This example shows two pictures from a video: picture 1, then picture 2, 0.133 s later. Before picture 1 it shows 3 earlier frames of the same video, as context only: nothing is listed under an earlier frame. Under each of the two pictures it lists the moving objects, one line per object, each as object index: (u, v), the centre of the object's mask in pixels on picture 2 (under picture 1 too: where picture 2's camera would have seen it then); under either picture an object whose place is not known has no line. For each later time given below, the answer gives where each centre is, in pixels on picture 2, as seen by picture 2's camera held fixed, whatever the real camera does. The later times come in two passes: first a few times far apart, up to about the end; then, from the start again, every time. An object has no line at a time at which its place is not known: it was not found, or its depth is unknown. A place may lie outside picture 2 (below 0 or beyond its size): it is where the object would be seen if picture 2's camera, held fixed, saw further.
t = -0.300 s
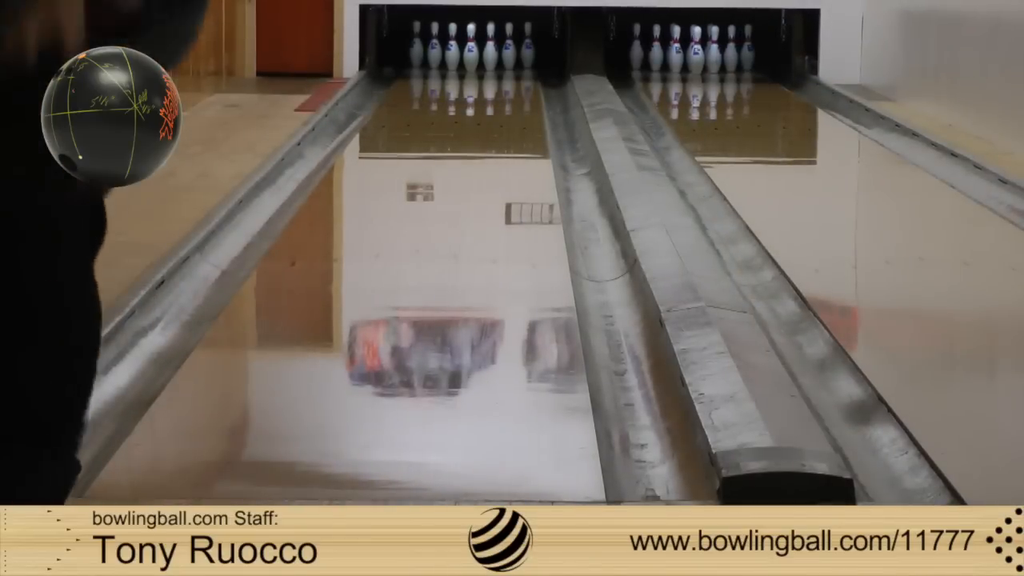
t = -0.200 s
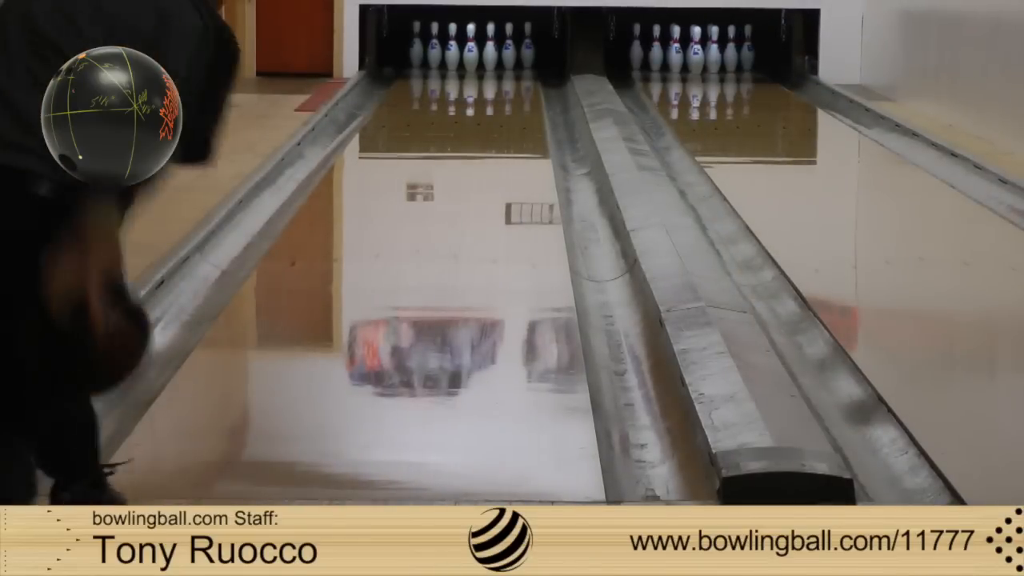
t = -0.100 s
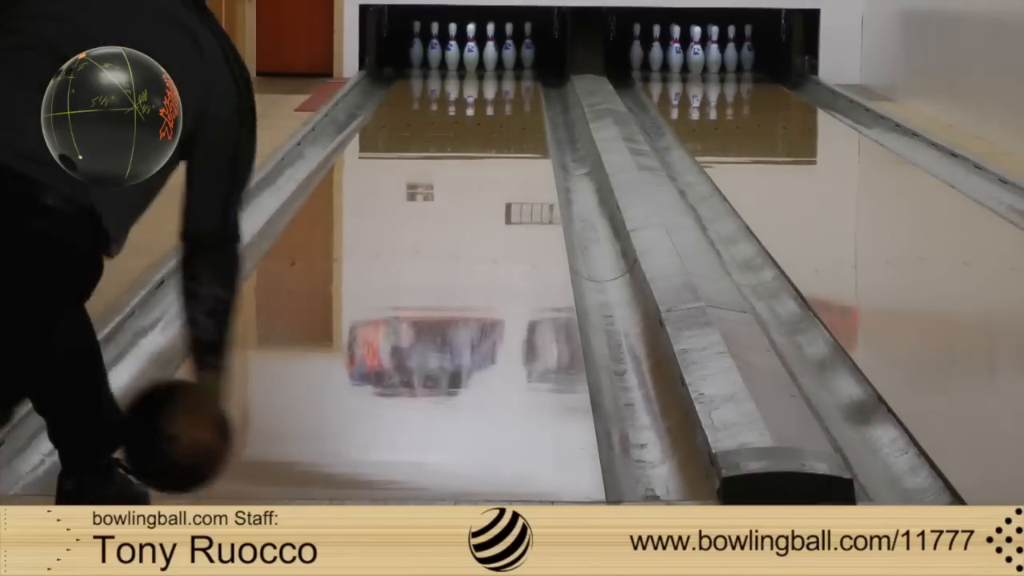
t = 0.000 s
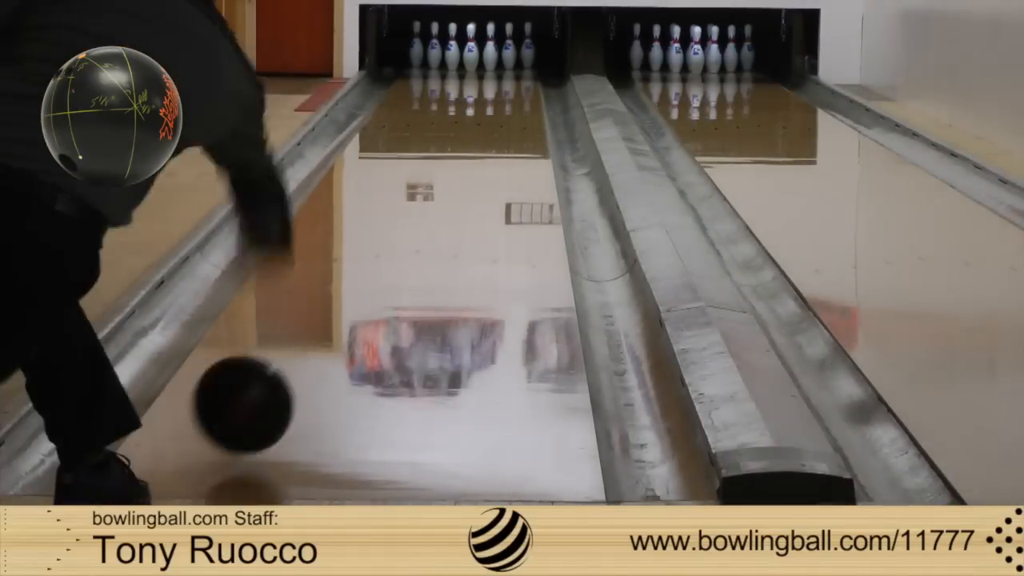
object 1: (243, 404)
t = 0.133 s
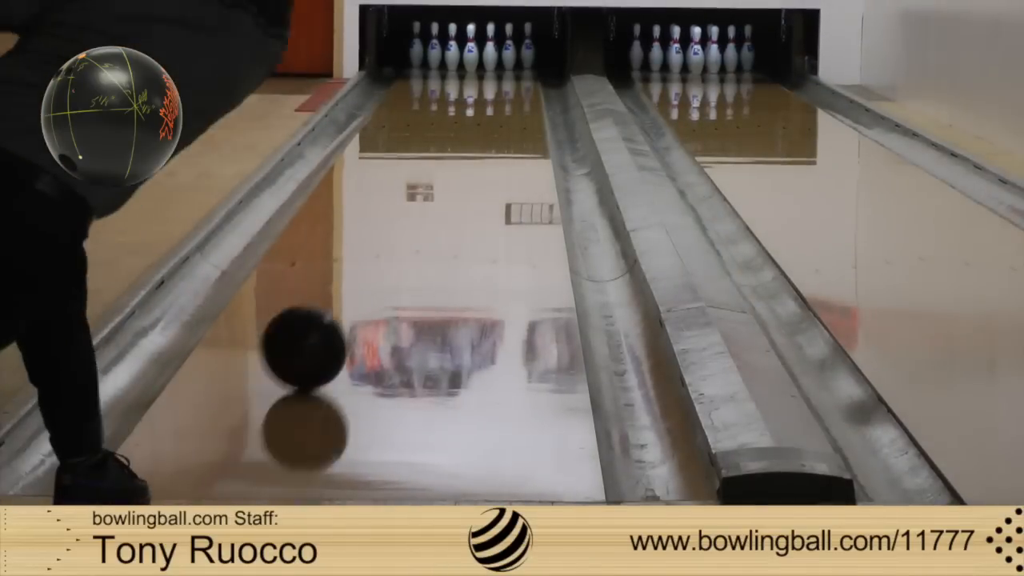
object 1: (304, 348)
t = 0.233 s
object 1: (339, 308)
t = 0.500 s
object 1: (406, 231)
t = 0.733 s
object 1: (443, 185)
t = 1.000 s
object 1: (473, 148)
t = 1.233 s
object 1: (491, 124)
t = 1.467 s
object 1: (504, 105)
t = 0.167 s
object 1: (317, 334)
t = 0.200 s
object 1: (328, 320)
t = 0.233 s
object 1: (339, 308)
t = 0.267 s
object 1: (349, 296)
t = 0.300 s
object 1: (359, 285)
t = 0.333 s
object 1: (368, 275)
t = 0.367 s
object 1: (376, 265)
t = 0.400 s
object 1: (384, 256)
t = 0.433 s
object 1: (392, 247)
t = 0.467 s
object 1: (399, 239)
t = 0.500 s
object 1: (406, 231)
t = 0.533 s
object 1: (412, 223)
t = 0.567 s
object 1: (418, 218)
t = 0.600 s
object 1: (424, 209)
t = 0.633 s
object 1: (429, 203)
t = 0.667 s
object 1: (434, 197)
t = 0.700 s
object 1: (439, 191)
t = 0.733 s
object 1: (443, 185)
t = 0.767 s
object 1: (448, 180)
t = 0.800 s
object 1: (452, 175)
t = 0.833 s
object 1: (456, 170)
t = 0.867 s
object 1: (460, 166)
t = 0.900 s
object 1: (463, 161)
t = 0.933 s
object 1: (467, 157)
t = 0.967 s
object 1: (470, 152)
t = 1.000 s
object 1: (473, 148)
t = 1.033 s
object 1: (476, 144)
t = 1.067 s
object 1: (479, 141)
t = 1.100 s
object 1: (481, 137)
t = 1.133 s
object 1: (484, 134)
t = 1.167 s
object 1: (486, 131)
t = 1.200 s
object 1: (489, 128)
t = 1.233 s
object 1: (491, 124)
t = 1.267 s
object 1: (493, 121)
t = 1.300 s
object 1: (495, 118)
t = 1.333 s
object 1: (497, 115)
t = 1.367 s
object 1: (499, 113)
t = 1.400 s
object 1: (500, 110)
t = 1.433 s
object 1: (502, 108)
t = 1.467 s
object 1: (504, 105)
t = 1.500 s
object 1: (505, 102)
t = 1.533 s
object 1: (506, 100)
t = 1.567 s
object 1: (507, 98)
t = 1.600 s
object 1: (508, 95)
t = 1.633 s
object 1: (509, 93)
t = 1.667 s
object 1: (509, 91)
